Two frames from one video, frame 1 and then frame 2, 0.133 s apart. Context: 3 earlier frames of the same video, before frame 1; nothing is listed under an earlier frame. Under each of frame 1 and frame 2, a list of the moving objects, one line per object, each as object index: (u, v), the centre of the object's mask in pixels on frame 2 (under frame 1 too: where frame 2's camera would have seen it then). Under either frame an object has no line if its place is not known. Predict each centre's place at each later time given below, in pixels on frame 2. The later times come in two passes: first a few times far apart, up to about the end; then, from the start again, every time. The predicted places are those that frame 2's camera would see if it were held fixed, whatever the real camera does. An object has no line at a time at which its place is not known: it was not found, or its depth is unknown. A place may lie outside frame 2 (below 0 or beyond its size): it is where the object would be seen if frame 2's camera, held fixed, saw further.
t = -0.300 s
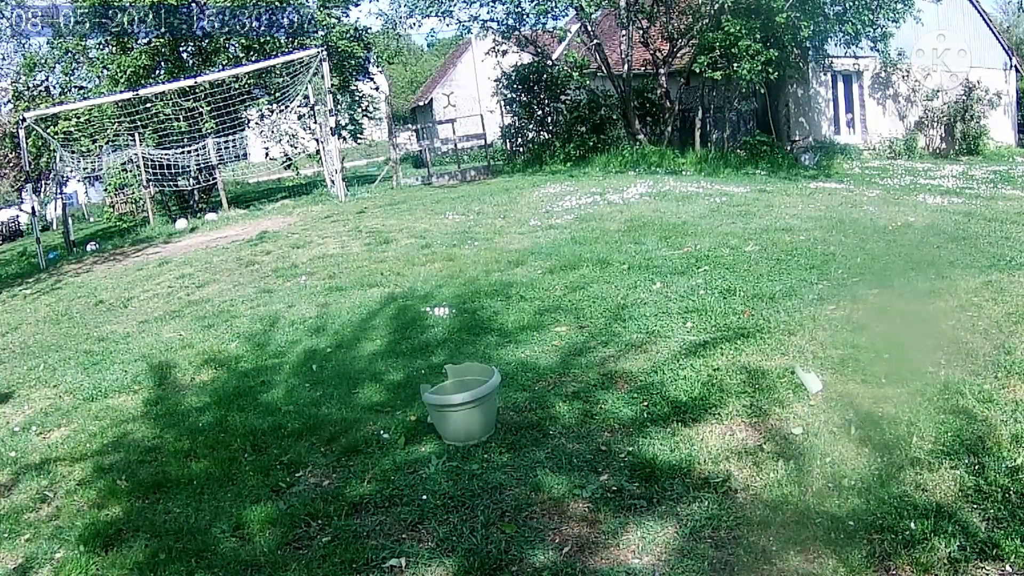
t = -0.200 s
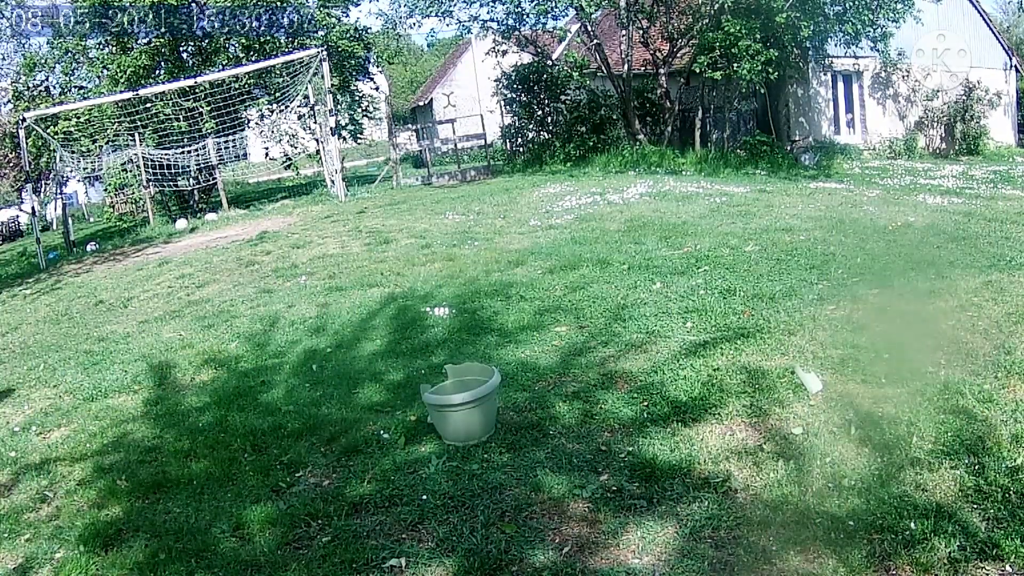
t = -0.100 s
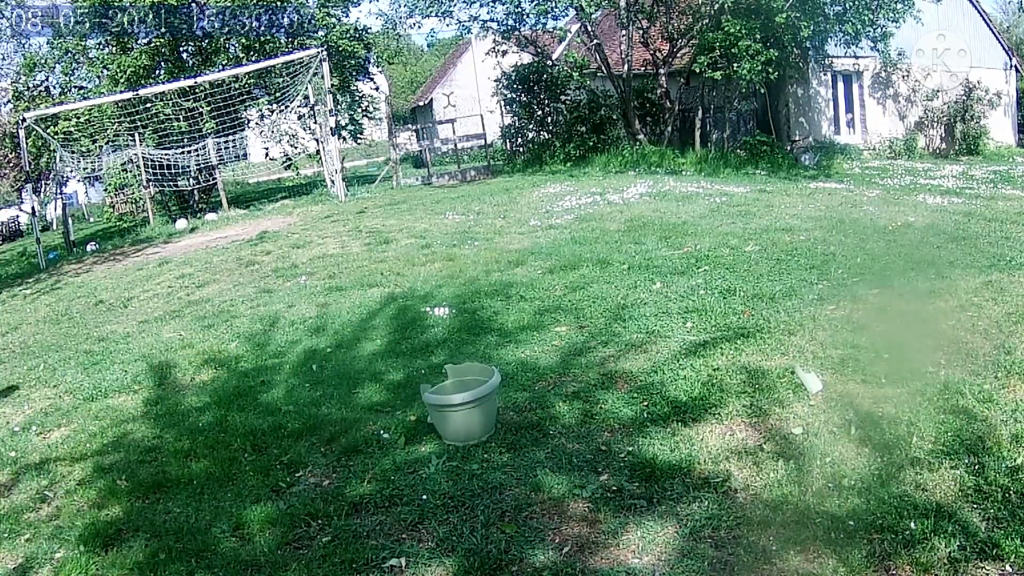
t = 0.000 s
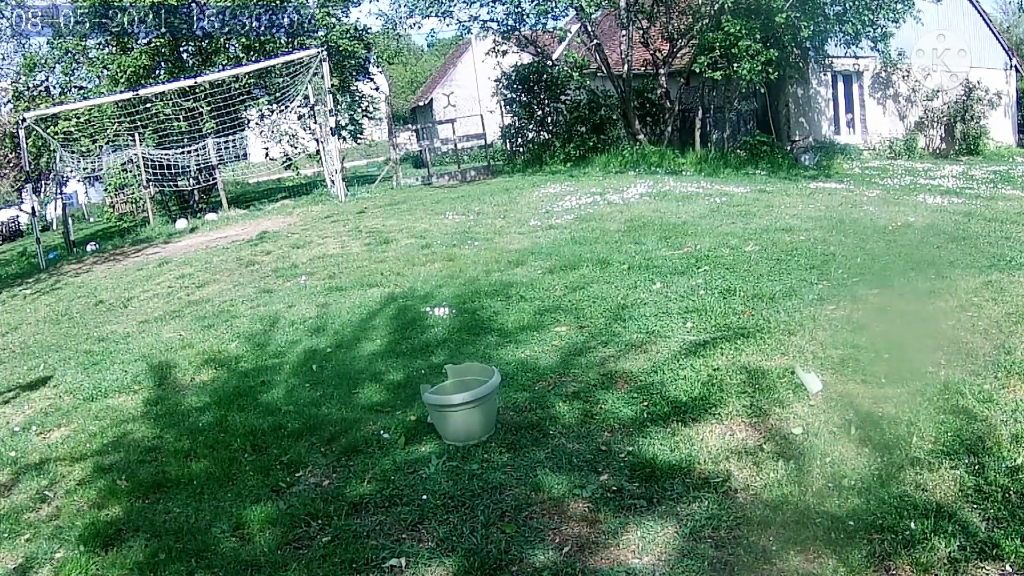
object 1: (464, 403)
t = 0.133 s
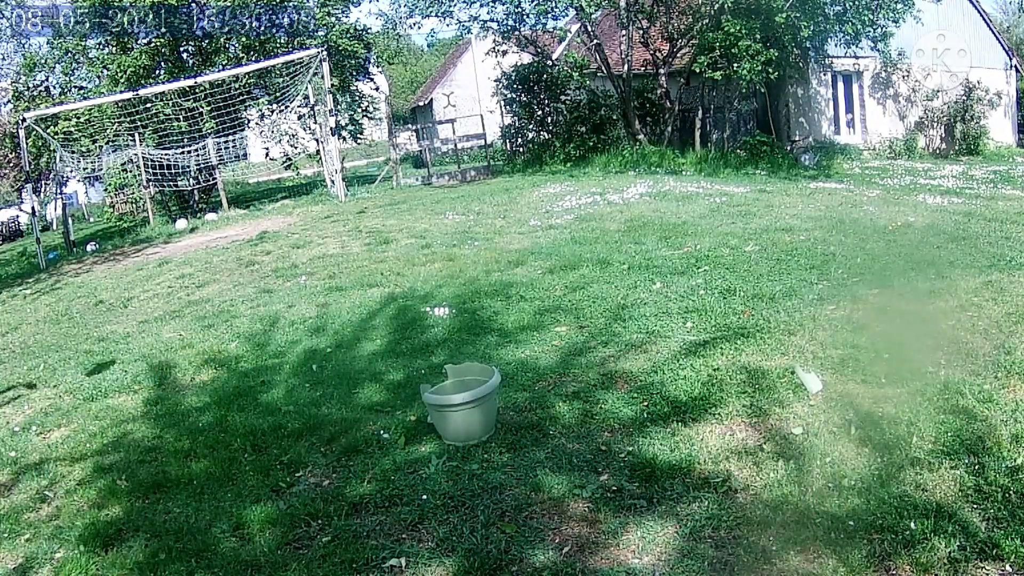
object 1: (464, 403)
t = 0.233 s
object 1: (464, 403)
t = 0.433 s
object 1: (464, 403)
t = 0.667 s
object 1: (465, 404)
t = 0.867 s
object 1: (569, 381)
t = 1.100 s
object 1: (743, 388)
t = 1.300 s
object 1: (784, 383)
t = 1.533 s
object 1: (844, 359)
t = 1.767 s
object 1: (872, 354)
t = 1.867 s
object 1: (882, 348)
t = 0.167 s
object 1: (464, 403)
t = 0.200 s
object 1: (464, 403)
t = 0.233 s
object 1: (464, 403)
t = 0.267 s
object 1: (464, 403)
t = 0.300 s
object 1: (464, 403)
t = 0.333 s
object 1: (464, 403)
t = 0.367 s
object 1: (464, 403)
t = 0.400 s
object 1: (464, 403)
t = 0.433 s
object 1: (464, 403)
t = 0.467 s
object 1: (464, 403)
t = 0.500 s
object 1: (464, 403)
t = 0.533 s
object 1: (464, 403)
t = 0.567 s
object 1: (464, 403)
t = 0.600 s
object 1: (464, 403)
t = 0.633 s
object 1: (464, 403)
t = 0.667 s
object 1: (465, 404)
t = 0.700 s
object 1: (466, 429)
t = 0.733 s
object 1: (469, 424)
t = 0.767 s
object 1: (482, 406)
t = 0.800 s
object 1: (507, 392)
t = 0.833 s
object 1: (540, 389)
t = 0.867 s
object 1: (569, 381)
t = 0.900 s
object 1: (599, 374)
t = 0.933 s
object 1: (628, 370)
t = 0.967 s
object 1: (658, 370)
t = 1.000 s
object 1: (689, 377)
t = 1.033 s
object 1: (715, 390)
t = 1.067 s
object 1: (731, 391)
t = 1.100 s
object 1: (743, 388)
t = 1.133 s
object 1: (752, 396)
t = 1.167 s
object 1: (753, 392)
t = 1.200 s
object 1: (745, 394)
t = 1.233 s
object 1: (754, 387)
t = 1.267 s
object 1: (767, 383)
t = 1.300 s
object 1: (784, 383)
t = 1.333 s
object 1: (792, 371)
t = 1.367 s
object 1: (800, 361)
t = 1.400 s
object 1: (807, 353)
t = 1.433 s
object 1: (818, 352)
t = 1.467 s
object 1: (829, 352)
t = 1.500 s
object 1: (837, 354)
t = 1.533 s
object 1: (844, 359)
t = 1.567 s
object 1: (852, 365)
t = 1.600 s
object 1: (854, 367)
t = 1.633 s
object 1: (857, 363)
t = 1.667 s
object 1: (864, 360)
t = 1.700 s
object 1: (868, 358)
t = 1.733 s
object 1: (869, 357)
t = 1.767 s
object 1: (872, 354)
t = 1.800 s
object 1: (876, 352)
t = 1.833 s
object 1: (878, 349)
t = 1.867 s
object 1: (882, 348)
